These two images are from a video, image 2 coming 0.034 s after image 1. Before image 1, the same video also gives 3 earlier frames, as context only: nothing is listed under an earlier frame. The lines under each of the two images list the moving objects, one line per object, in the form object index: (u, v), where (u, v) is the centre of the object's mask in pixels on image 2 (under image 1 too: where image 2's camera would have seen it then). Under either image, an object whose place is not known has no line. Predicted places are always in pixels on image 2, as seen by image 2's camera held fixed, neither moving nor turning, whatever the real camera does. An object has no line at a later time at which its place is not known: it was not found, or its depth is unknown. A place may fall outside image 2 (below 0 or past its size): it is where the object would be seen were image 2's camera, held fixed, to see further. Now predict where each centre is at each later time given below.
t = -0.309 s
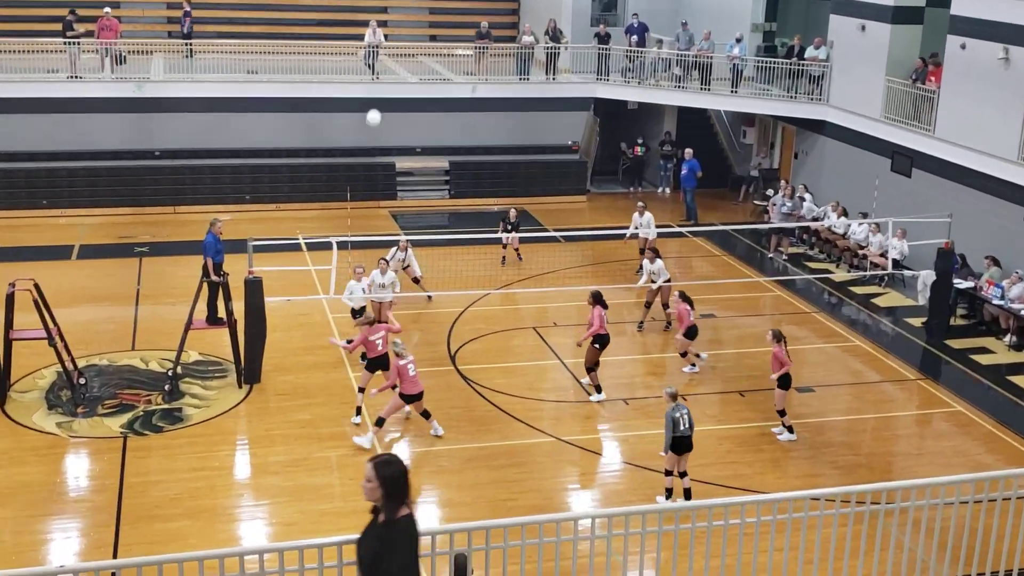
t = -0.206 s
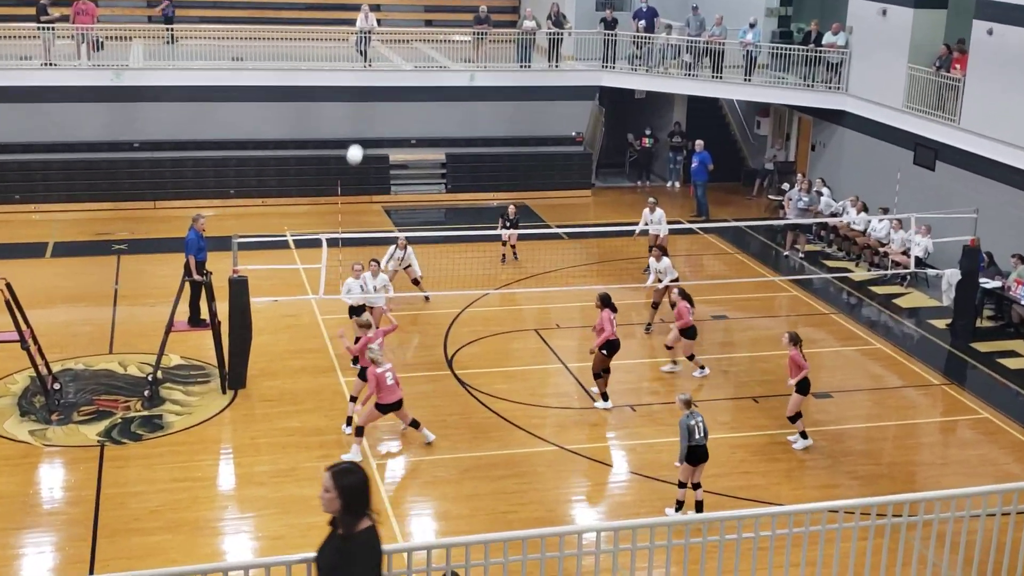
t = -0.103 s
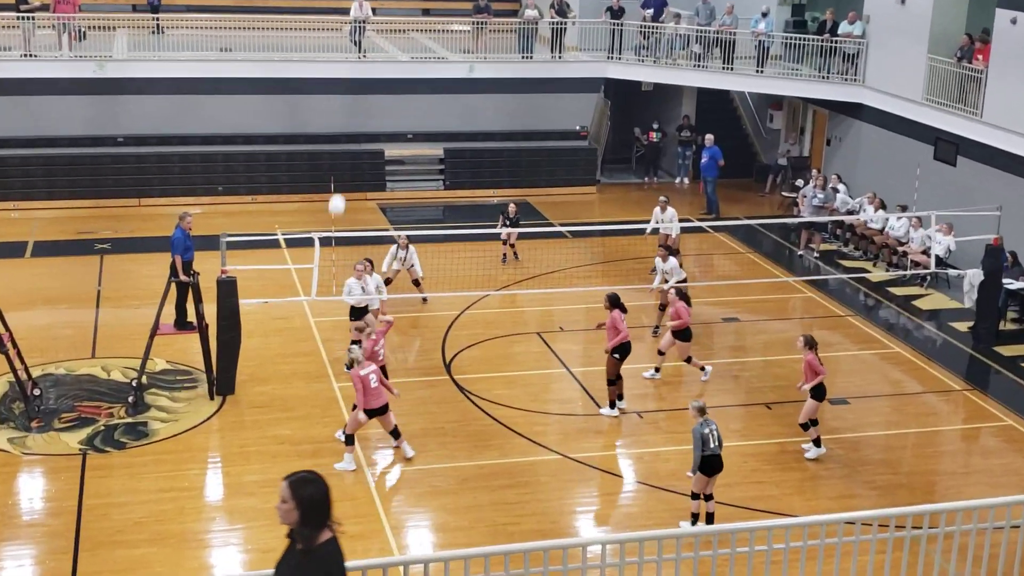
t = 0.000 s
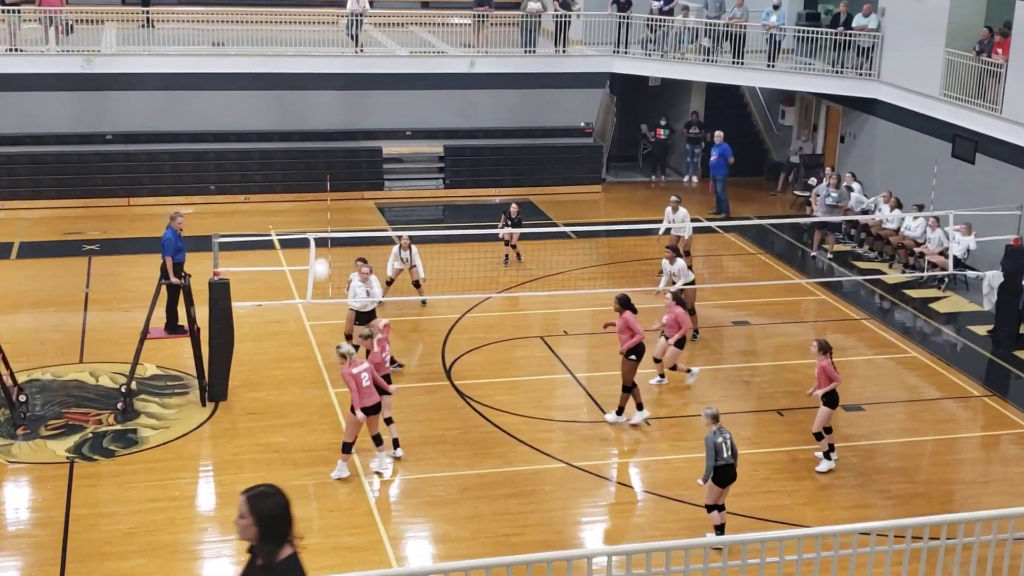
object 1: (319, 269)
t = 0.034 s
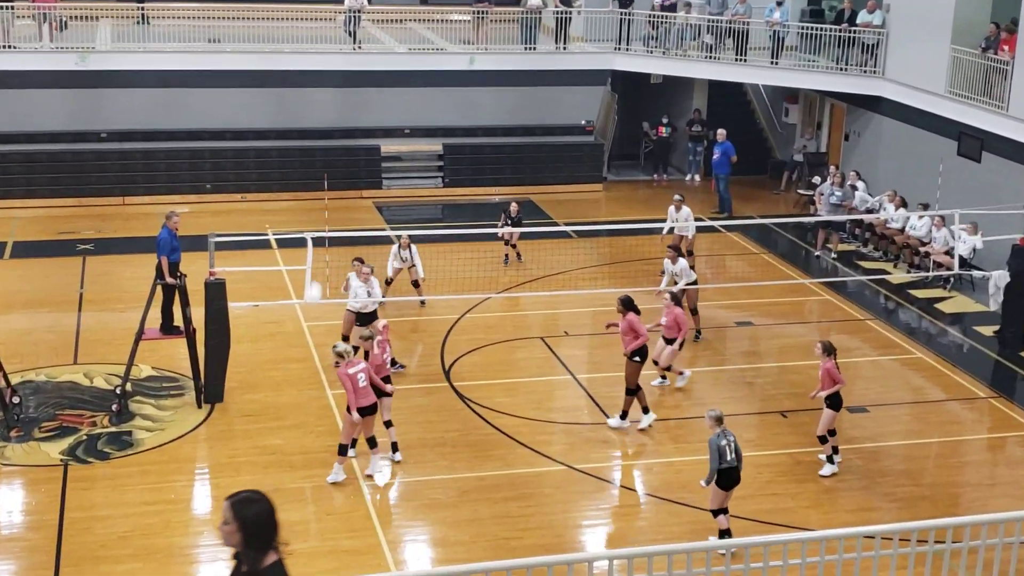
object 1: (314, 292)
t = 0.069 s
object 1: (309, 318)
